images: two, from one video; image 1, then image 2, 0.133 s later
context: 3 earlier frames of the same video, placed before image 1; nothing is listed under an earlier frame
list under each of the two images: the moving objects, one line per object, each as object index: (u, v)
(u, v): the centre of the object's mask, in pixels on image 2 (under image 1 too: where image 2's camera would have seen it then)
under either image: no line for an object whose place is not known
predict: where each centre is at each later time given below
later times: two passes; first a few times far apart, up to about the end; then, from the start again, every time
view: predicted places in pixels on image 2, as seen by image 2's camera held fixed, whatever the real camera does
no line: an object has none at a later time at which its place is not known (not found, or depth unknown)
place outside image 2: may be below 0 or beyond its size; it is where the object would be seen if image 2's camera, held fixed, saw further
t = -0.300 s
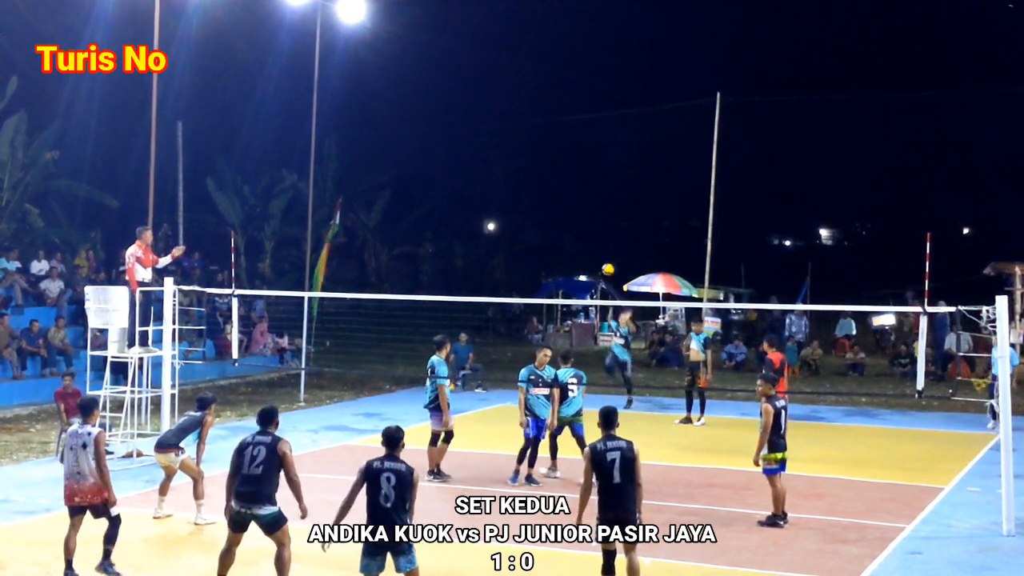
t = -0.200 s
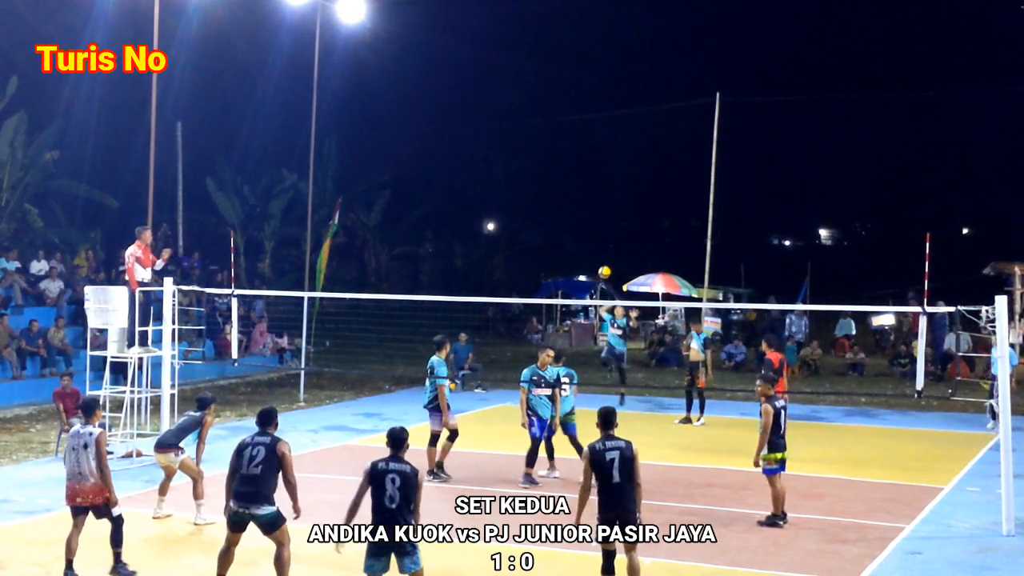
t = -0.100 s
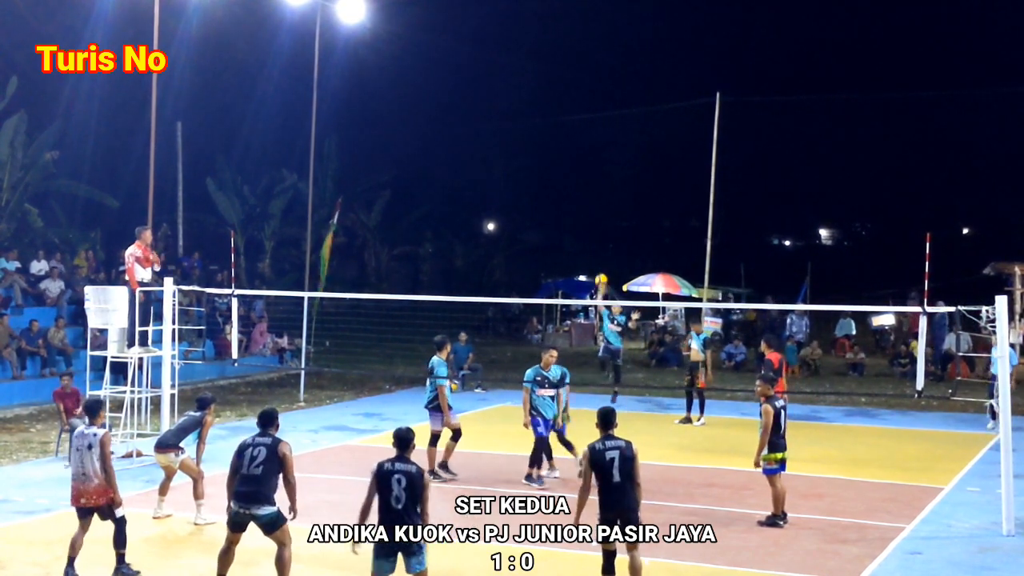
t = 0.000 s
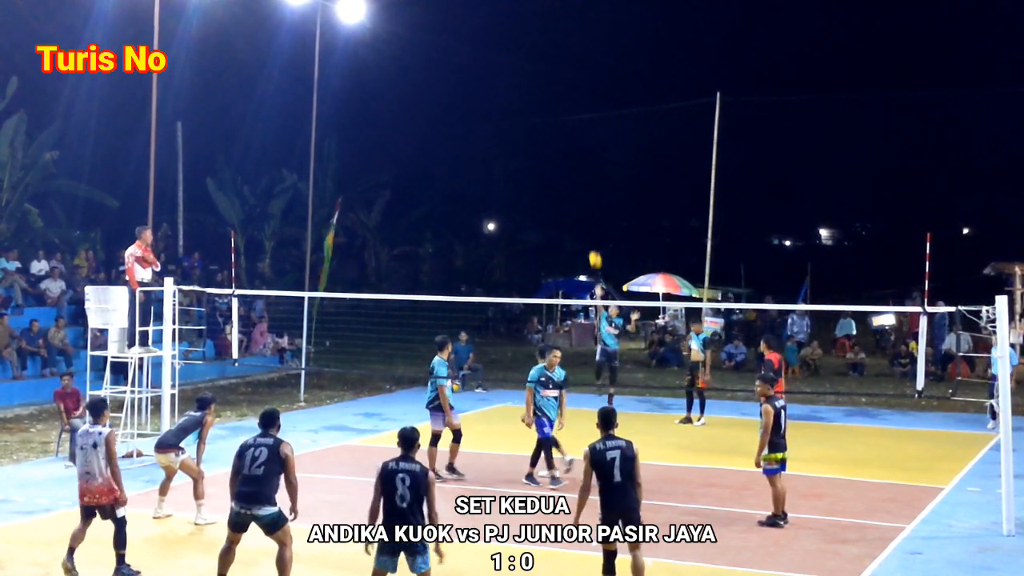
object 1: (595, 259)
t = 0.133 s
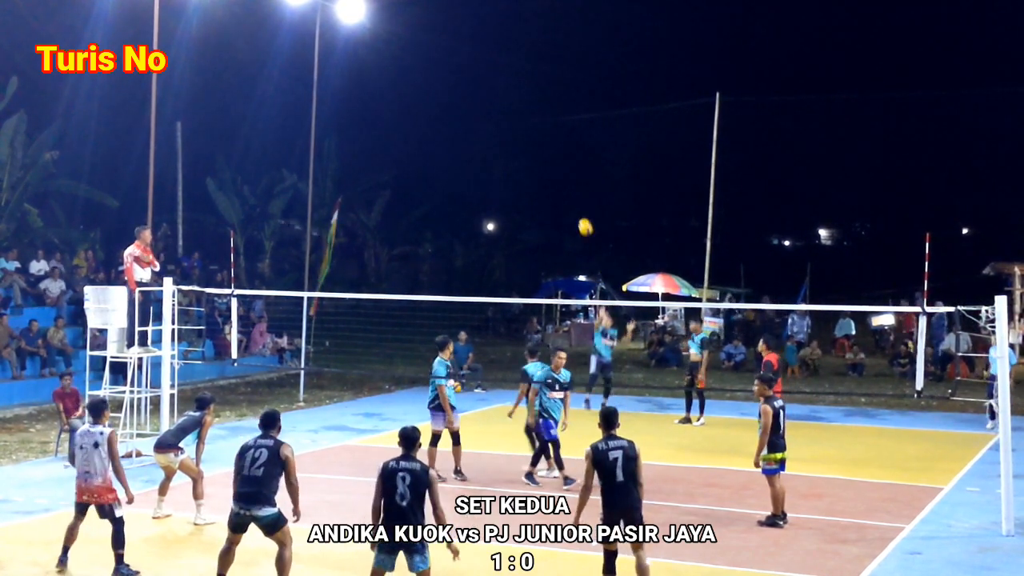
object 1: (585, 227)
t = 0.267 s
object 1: (574, 201)
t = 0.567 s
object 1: (545, 178)
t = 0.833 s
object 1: (517, 209)
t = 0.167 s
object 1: (583, 220)
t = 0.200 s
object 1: (580, 213)
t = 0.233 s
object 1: (577, 207)
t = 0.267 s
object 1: (574, 201)
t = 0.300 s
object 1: (571, 196)
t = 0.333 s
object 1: (568, 191)
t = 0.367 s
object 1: (565, 187)
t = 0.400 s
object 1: (562, 184)
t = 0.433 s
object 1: (559, 181)
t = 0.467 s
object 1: (556, 179)
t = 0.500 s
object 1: (552, 178)
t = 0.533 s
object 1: (548, 178)
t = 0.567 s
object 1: (545, 178)
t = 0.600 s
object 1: (542, 179)
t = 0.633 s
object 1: (538, 180)
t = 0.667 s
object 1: (535, 183)
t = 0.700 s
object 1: (531, 186)
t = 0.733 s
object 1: (528, 190)
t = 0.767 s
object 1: (524, 195)
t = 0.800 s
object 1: (521, 202)
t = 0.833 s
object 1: (517, 209)
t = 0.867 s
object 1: (515, 217)
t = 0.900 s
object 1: (511, 226)
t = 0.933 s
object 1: (508, 236)
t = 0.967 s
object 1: (504, 248)
